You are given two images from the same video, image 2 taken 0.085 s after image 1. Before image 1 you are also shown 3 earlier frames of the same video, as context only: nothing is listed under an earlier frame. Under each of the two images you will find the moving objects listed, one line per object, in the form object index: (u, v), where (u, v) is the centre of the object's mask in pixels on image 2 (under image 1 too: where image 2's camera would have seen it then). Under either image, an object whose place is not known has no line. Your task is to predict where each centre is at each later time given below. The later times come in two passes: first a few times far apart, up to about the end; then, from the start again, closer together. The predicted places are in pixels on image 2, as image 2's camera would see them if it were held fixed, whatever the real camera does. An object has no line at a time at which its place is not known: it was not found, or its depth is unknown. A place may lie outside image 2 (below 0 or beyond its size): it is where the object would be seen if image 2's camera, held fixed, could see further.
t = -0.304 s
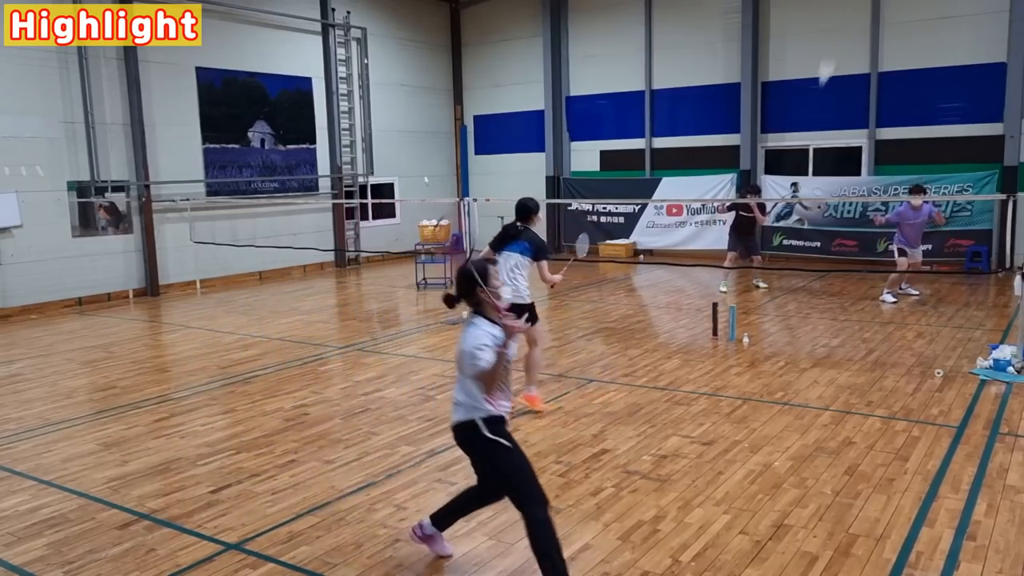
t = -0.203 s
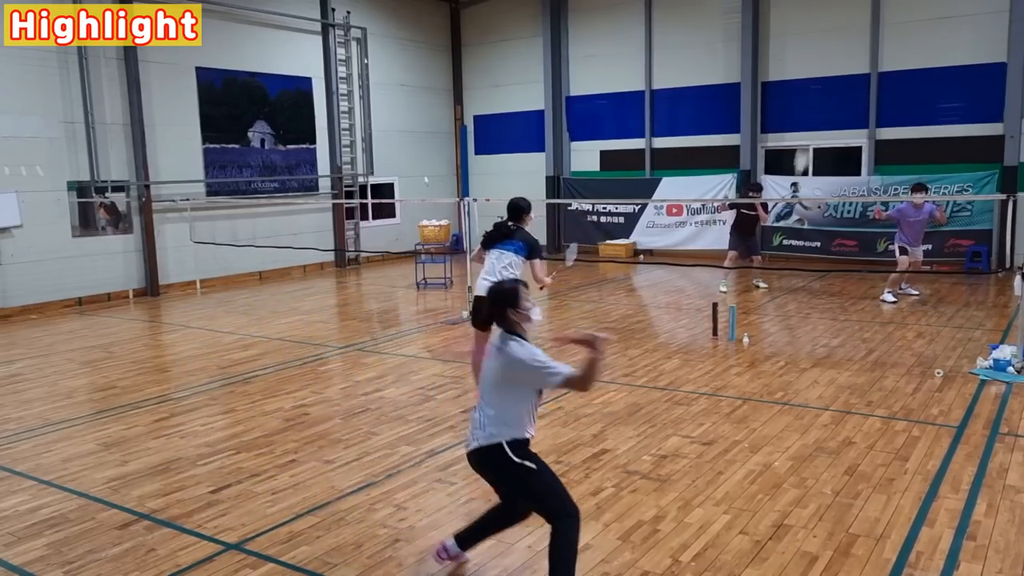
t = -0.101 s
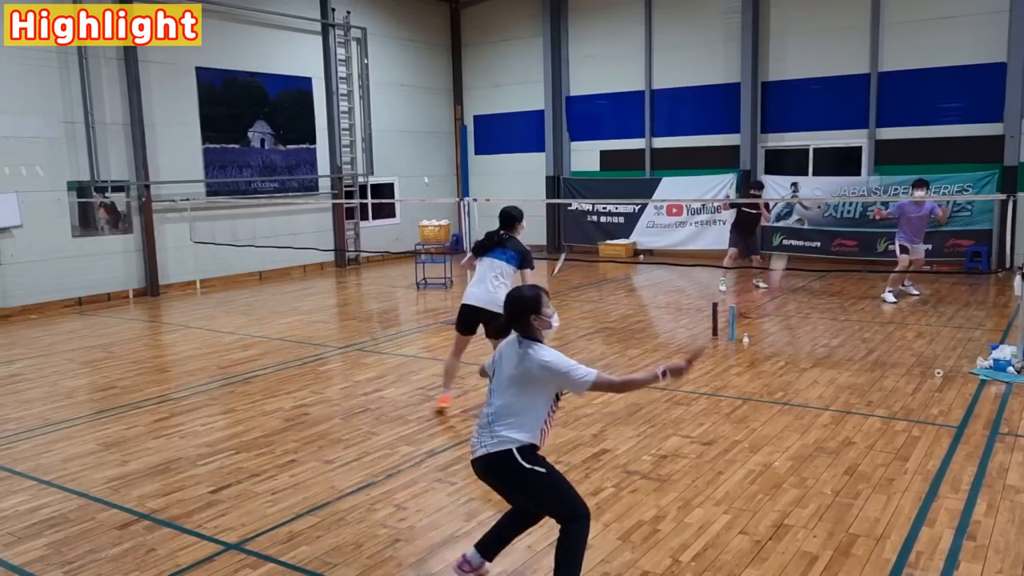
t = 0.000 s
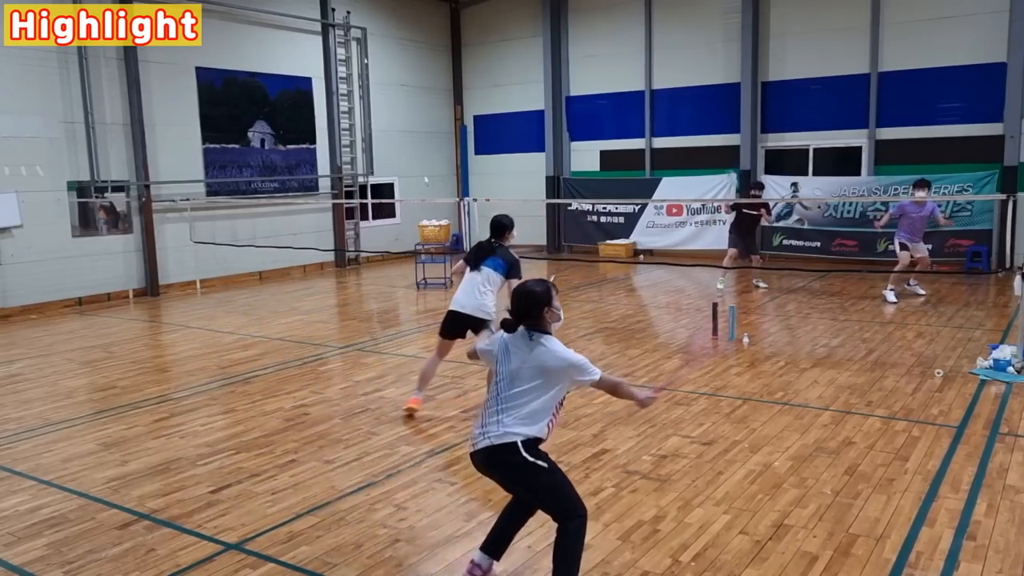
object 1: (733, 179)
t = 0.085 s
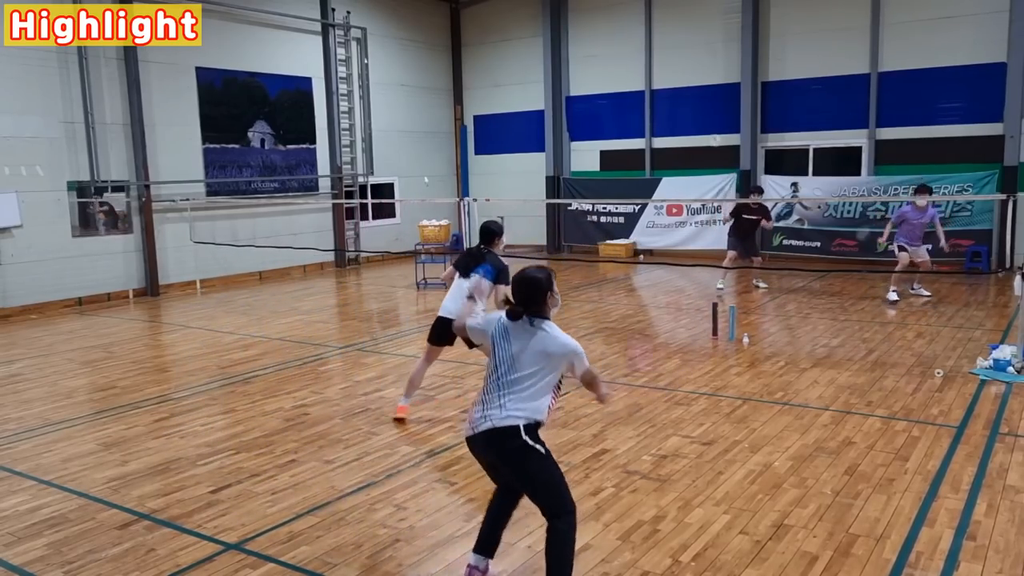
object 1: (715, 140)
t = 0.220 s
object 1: (700, 120)
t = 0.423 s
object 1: (691, 133)
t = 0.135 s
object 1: (708, 128)
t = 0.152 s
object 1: (706, 126)
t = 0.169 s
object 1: (705, 124)
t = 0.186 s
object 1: (703, 122)
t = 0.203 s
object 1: (701, 121)
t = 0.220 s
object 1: (700, 120)
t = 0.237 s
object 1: (699, 120)
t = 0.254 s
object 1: (698, 120)
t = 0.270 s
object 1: (697, 120)
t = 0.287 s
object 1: (696, 120)
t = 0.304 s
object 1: (695, 121)
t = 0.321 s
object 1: (694, 122)
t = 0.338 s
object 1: (694, 124)
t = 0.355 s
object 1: (693, 125)
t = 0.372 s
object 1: (693, 127)
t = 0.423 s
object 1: (691, 133)
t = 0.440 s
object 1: (690, 134)
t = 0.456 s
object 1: (690, 137)
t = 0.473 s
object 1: (690, 141)
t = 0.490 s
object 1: (689, 143)
